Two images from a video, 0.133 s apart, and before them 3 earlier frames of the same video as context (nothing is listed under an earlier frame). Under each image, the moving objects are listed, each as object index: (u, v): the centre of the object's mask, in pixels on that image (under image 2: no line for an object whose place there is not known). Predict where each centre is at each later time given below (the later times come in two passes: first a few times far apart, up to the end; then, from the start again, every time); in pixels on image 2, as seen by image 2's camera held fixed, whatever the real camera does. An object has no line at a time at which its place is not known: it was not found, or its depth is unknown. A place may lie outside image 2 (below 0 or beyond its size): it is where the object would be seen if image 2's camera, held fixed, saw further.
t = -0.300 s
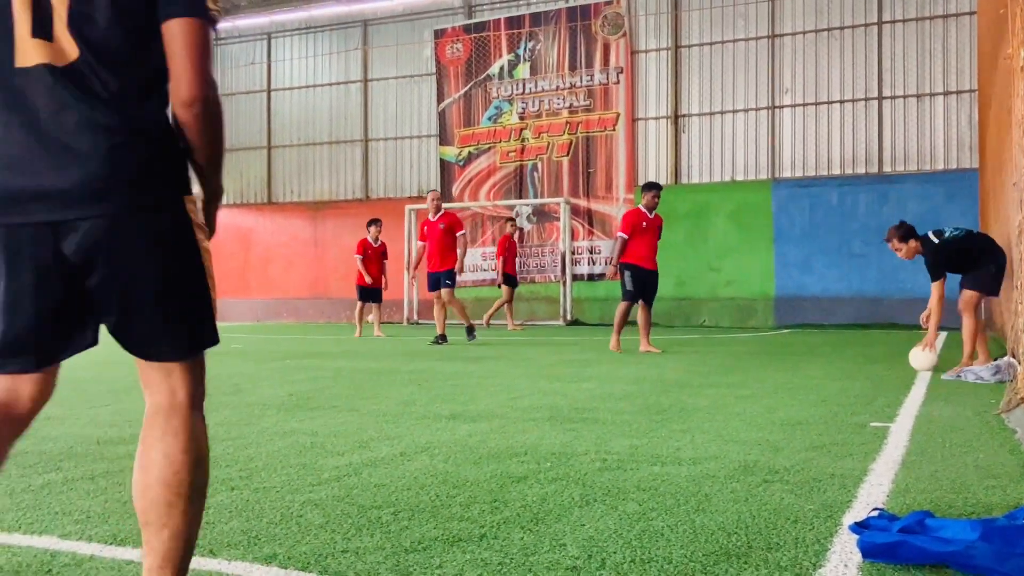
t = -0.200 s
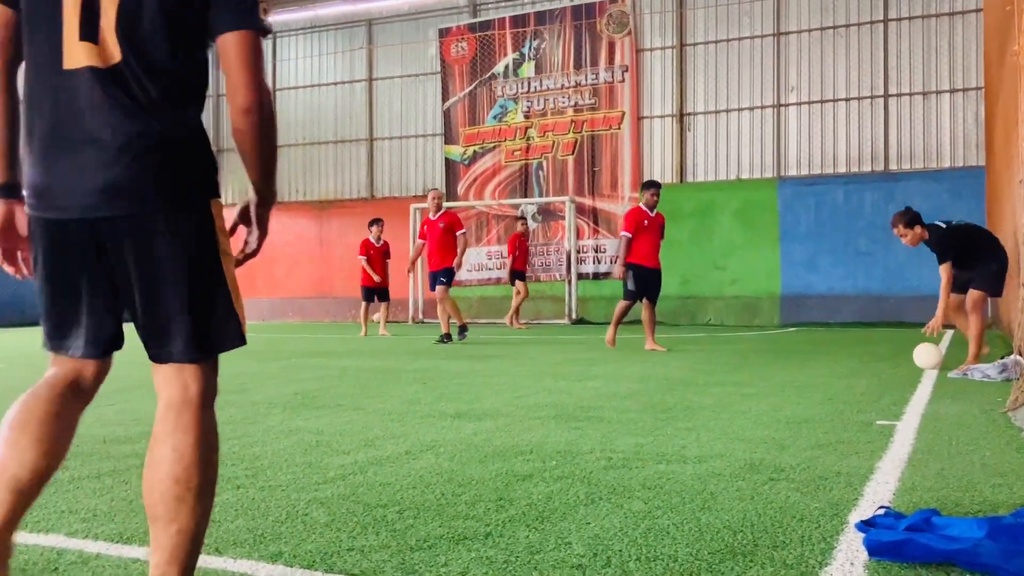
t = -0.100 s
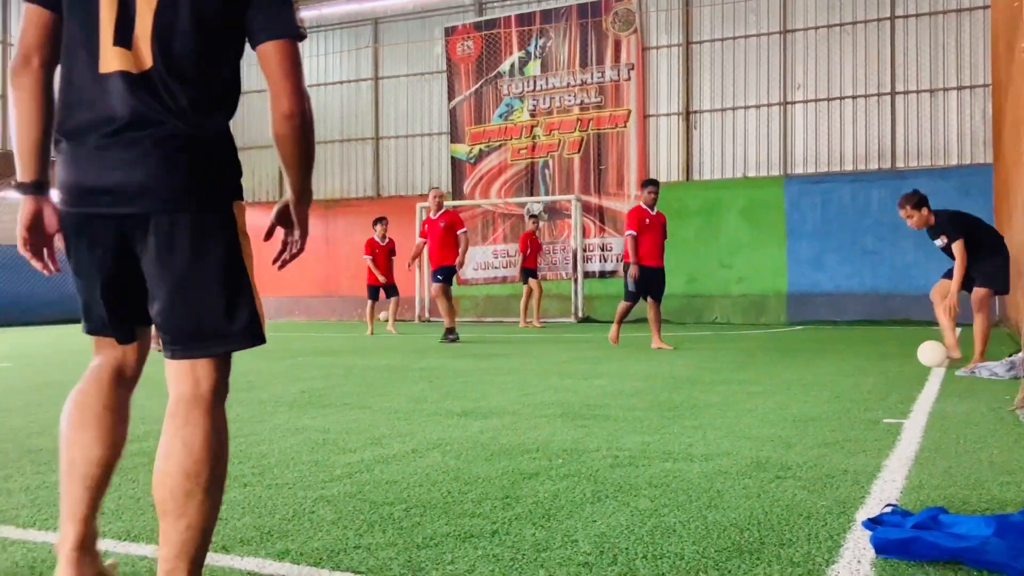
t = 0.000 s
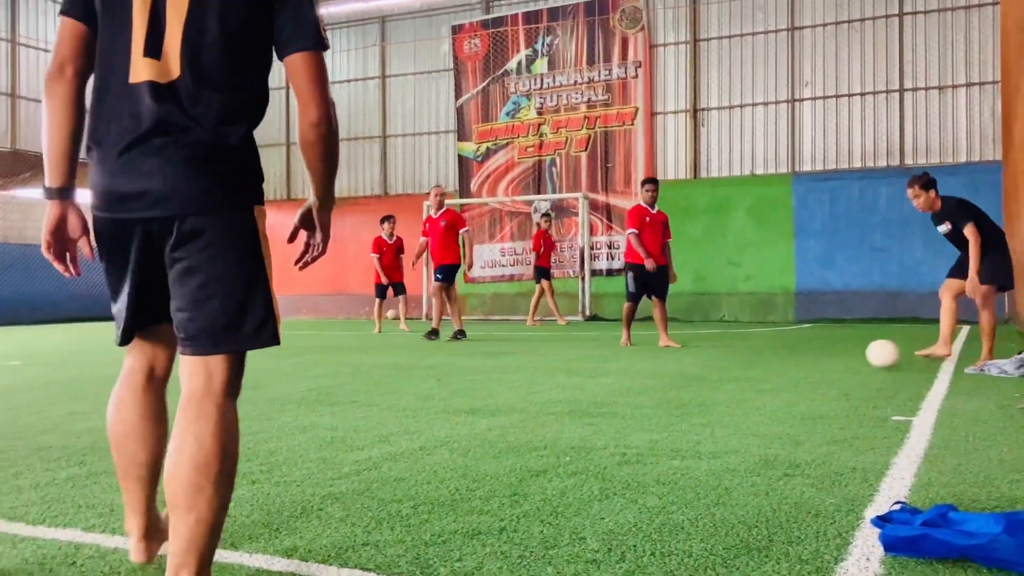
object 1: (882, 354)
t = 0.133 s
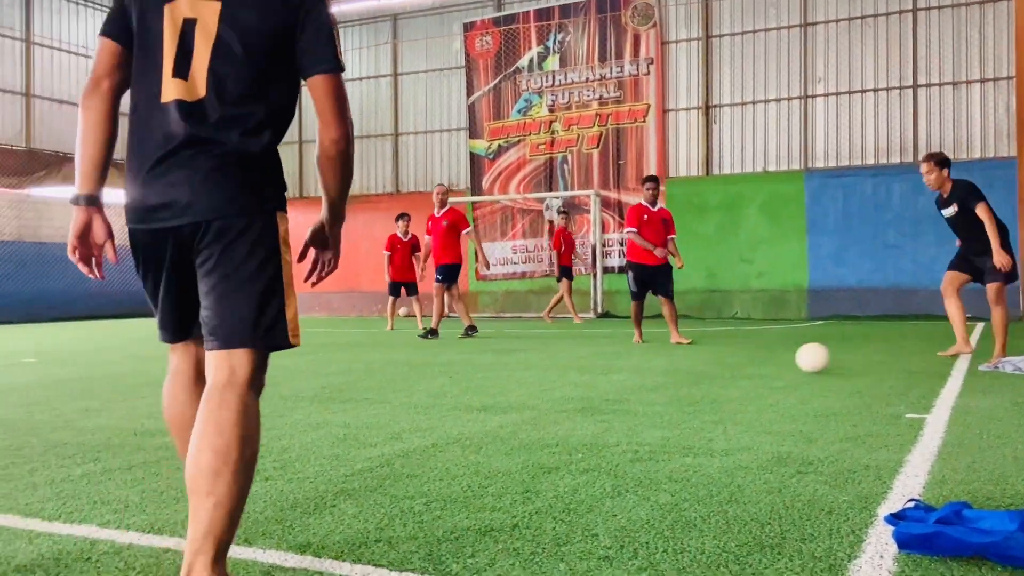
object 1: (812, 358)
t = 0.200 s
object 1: (770, 360)
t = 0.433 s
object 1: (621, 372)
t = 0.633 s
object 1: (494, 382)
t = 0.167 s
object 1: (791, 361)
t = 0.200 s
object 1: (770, 360)
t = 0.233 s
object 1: (749, 361)
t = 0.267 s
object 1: (727, 363)
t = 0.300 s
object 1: (705, 366)
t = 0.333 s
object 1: (685, 366)
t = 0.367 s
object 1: (663, 368)
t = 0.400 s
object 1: (642, 370)
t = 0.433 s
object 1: (621, 372)
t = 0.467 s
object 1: (600, 373)
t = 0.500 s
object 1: (579, 375)
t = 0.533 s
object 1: (558, 376)
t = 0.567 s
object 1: (537, 376)
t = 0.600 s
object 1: (516, 379)
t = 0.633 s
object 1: (494, 382)
